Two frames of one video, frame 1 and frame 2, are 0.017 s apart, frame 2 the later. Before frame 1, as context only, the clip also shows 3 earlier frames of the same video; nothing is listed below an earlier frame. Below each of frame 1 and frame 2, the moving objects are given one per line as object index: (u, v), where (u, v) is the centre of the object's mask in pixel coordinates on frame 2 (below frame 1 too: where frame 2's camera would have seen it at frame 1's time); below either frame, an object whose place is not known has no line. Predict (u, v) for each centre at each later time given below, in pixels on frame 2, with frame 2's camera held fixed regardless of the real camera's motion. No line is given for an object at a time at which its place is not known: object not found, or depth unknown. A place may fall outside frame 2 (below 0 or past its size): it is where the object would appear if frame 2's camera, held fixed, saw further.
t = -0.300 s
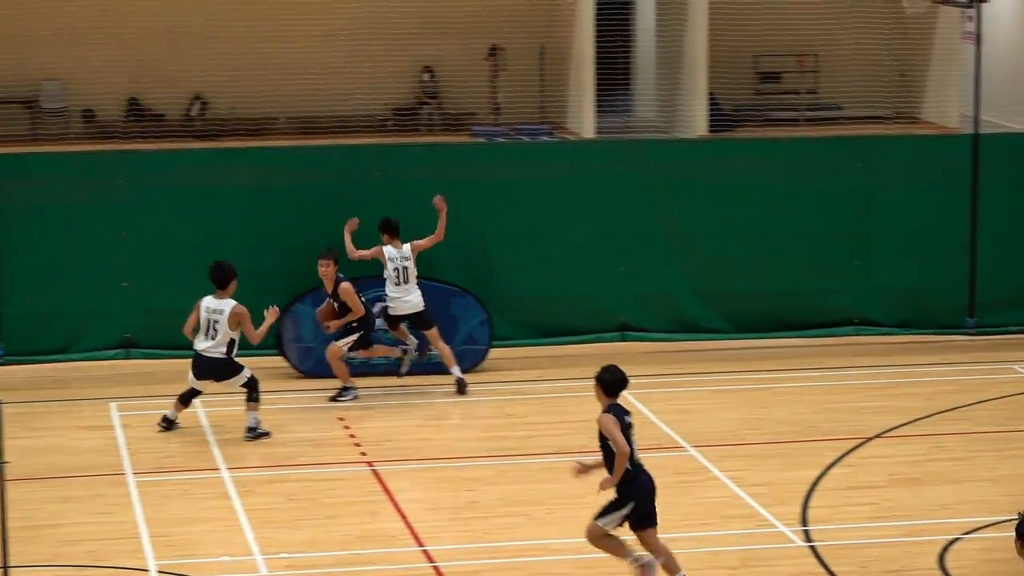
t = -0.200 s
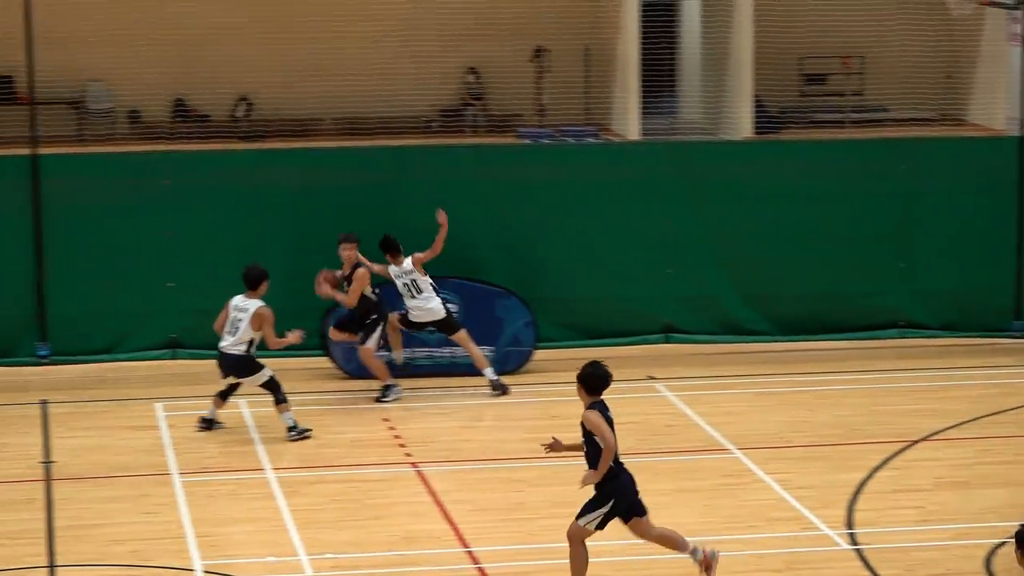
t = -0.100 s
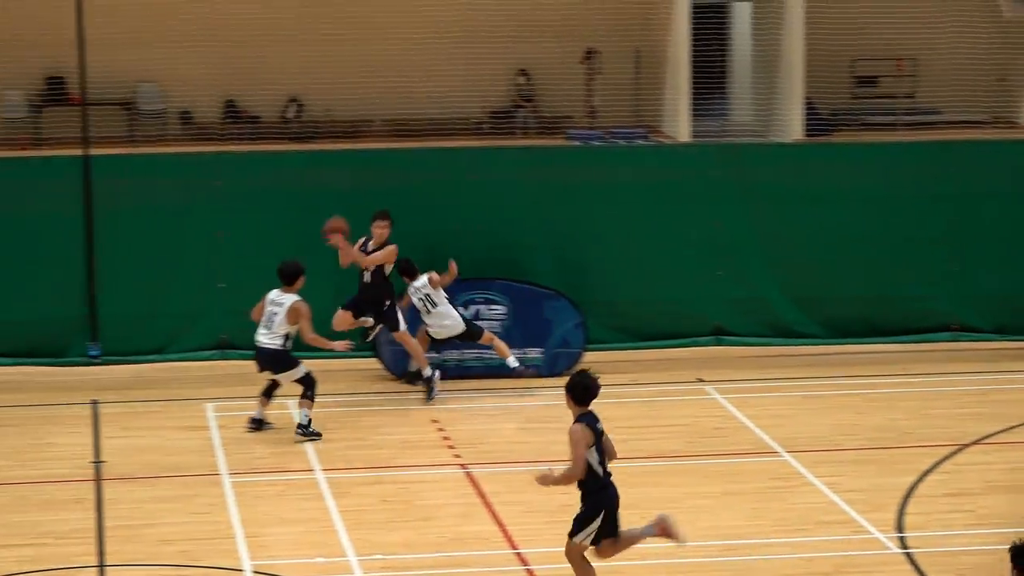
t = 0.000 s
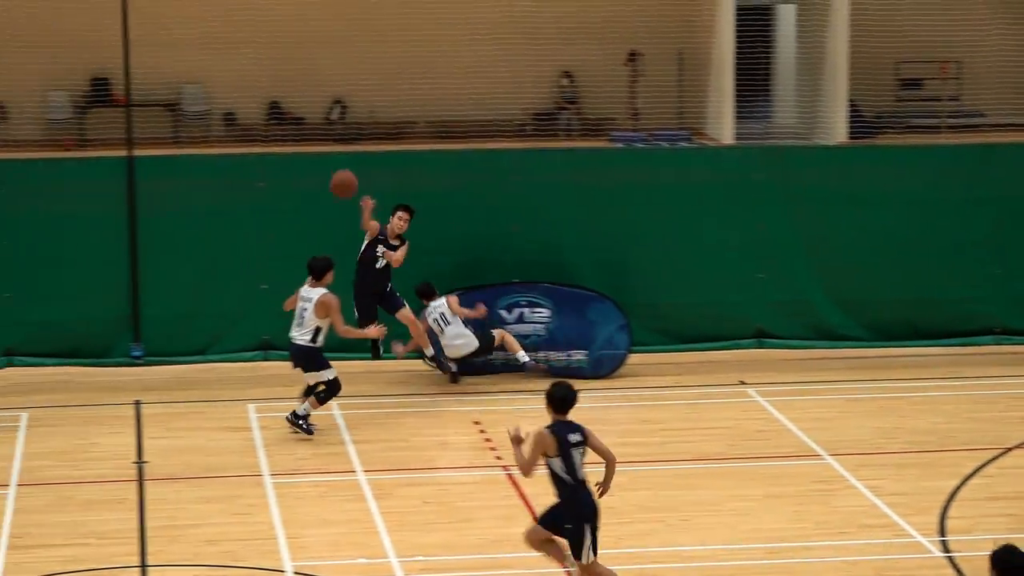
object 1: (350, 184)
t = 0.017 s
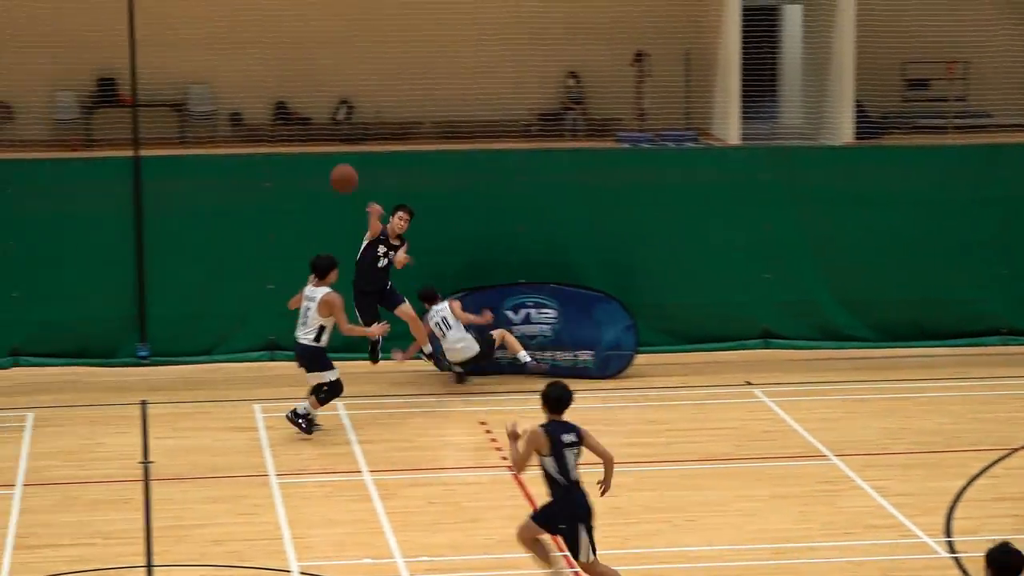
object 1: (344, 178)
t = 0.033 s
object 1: (337, 173)
